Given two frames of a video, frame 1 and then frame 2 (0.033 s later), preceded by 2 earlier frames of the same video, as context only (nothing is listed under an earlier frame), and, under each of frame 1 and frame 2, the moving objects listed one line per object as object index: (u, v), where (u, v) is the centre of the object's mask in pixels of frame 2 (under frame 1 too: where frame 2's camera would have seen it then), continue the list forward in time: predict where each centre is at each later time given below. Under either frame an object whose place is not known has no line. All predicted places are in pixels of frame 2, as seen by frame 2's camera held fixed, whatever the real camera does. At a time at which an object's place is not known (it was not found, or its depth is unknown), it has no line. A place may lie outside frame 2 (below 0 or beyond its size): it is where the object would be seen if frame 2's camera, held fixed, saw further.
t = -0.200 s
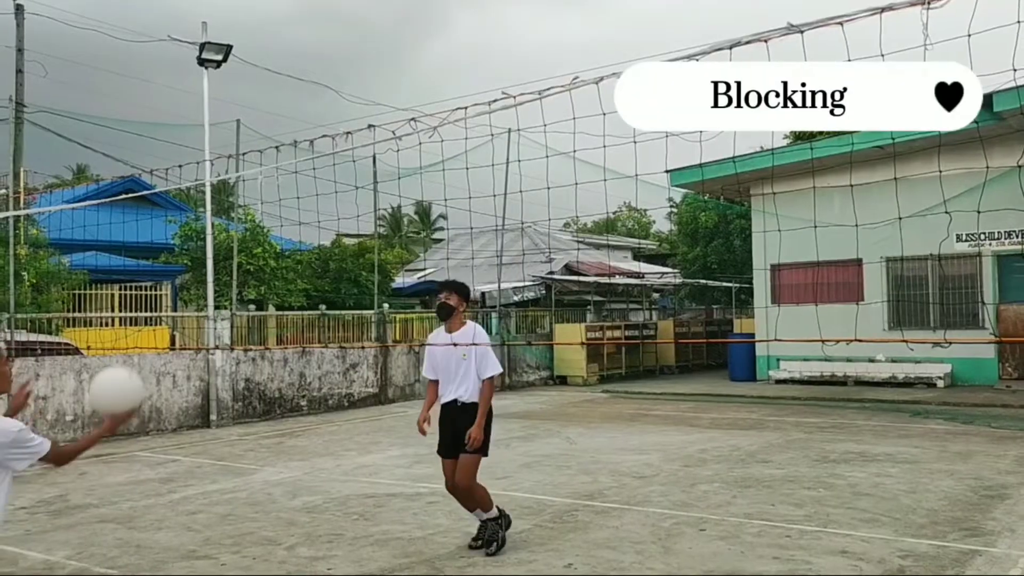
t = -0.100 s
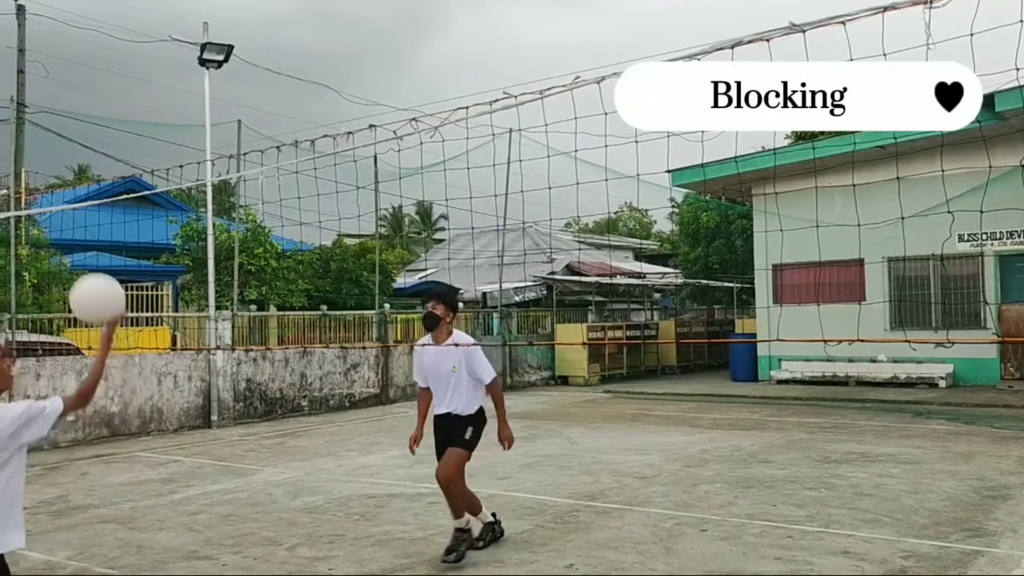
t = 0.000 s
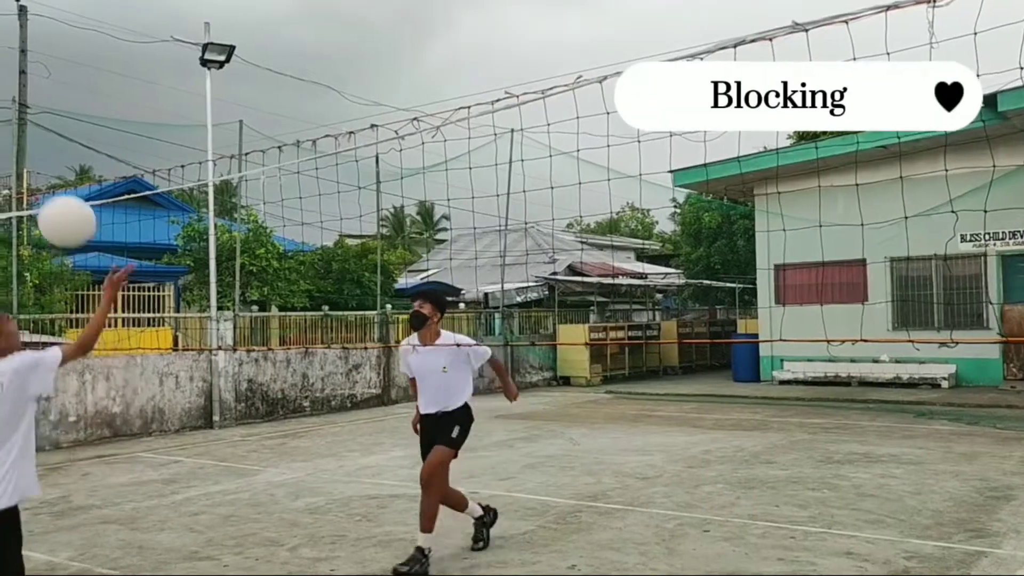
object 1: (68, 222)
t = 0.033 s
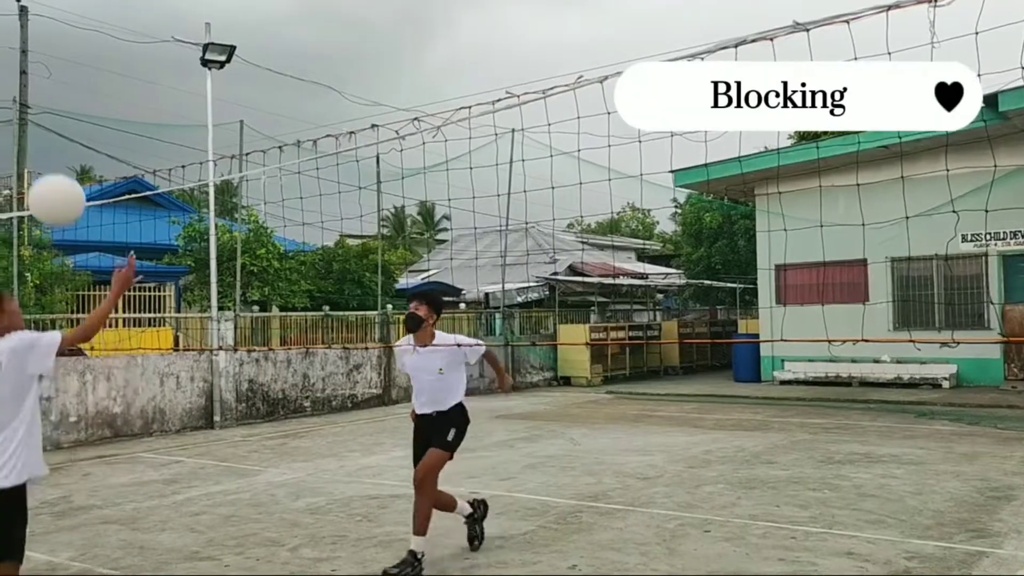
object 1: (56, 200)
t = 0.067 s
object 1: (45, 180)
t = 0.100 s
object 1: (34, 164)
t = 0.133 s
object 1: (24, 150)
